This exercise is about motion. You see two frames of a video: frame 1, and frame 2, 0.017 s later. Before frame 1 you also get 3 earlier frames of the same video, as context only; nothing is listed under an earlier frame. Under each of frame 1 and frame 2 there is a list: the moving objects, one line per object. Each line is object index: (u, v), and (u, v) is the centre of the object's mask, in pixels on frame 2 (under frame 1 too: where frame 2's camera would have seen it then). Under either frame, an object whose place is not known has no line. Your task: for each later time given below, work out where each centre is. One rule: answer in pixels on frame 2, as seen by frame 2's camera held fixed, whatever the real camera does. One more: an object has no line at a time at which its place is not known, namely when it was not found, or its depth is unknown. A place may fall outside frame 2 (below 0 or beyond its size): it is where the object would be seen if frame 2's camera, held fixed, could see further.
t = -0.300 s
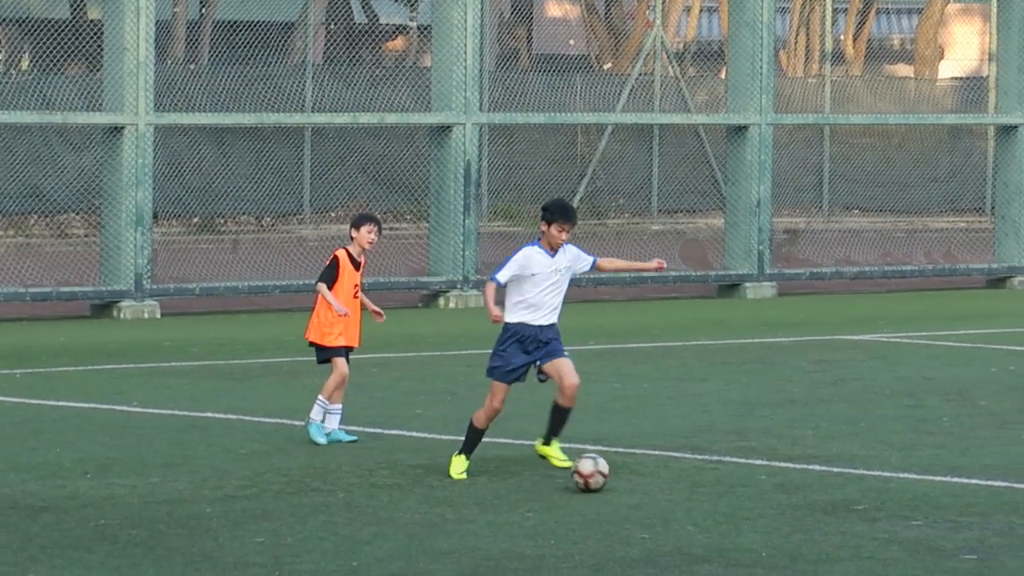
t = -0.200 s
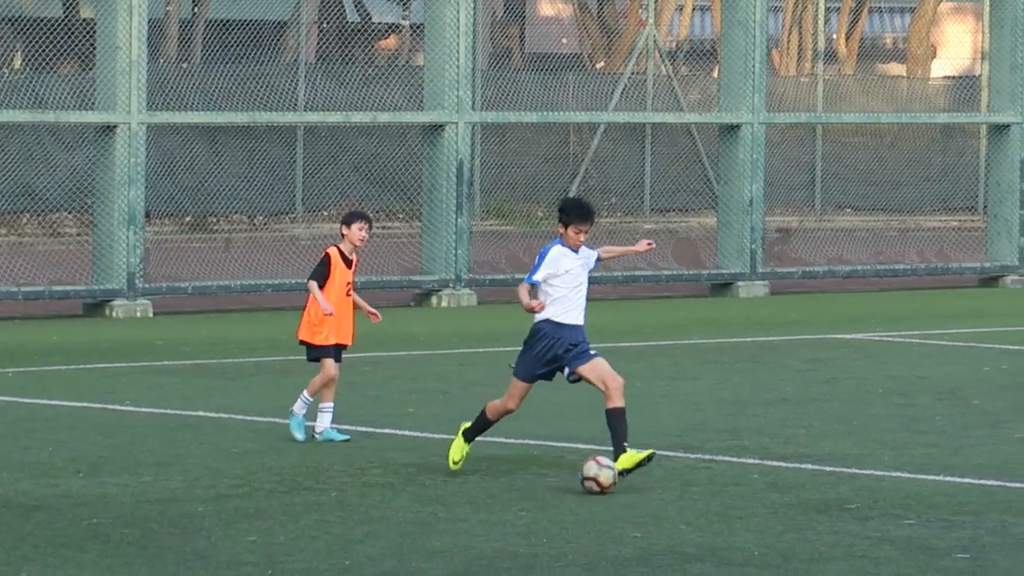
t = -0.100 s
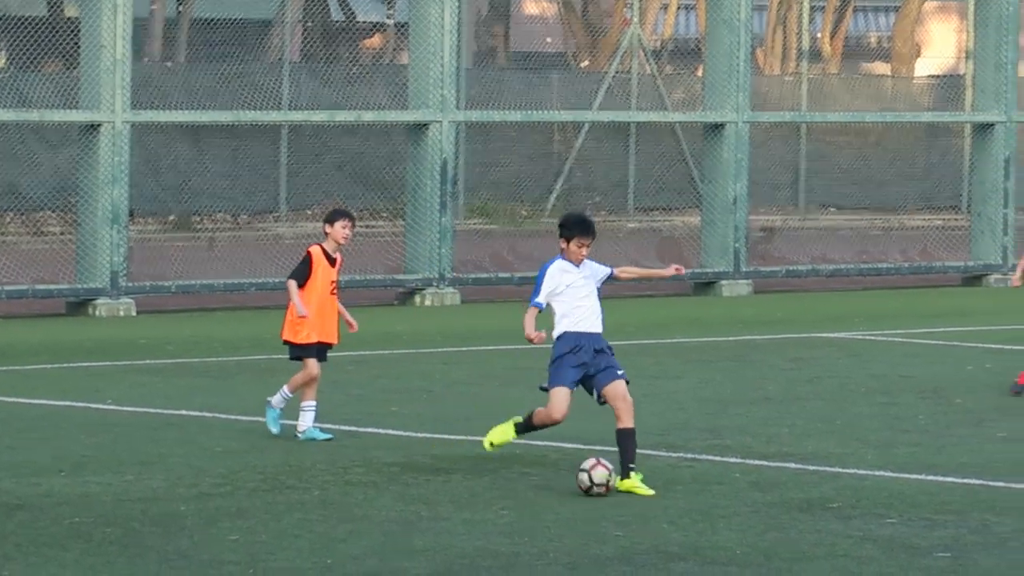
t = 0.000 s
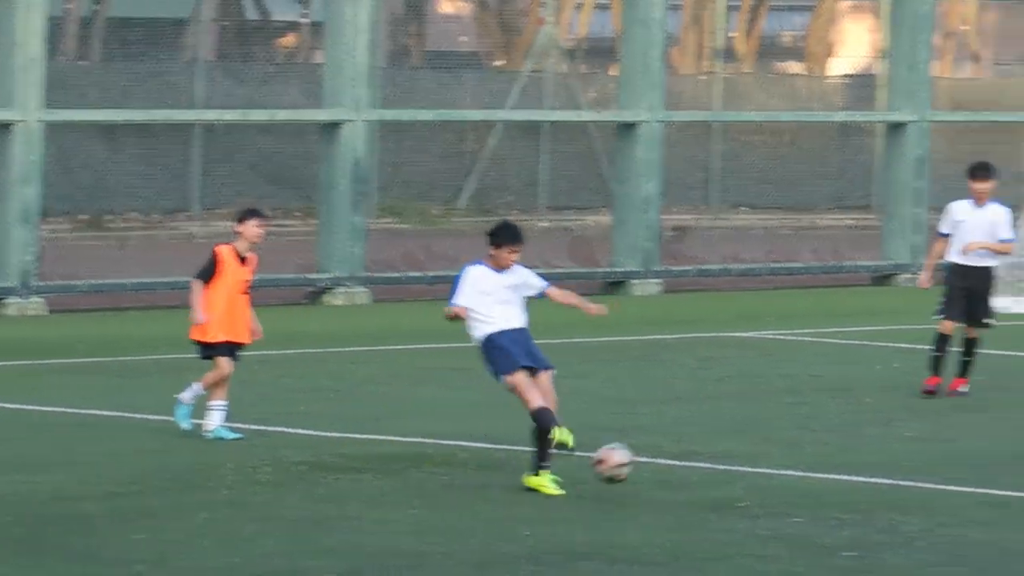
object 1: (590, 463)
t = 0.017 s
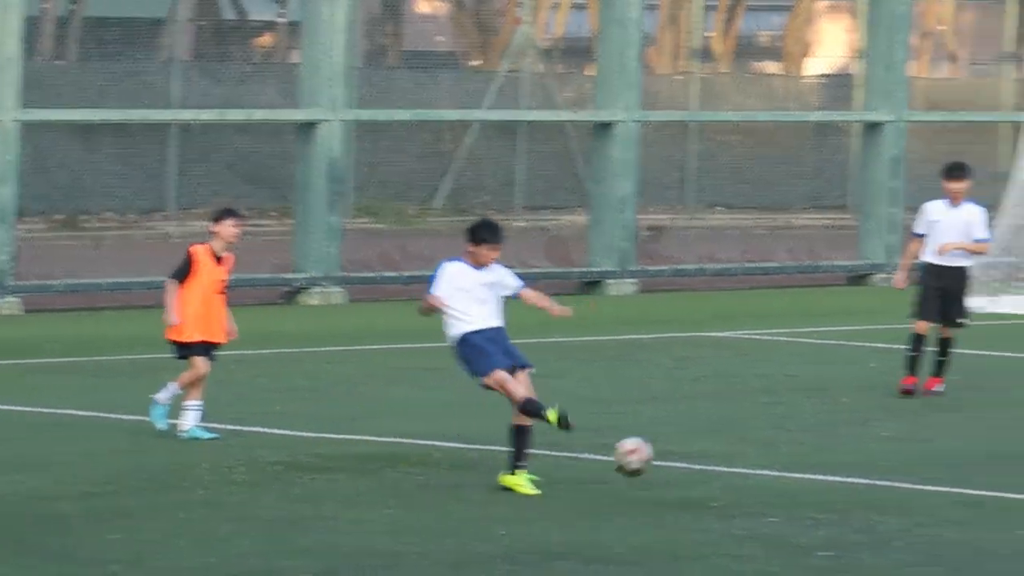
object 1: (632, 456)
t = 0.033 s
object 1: (675, 450)
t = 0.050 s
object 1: (717, 444)
